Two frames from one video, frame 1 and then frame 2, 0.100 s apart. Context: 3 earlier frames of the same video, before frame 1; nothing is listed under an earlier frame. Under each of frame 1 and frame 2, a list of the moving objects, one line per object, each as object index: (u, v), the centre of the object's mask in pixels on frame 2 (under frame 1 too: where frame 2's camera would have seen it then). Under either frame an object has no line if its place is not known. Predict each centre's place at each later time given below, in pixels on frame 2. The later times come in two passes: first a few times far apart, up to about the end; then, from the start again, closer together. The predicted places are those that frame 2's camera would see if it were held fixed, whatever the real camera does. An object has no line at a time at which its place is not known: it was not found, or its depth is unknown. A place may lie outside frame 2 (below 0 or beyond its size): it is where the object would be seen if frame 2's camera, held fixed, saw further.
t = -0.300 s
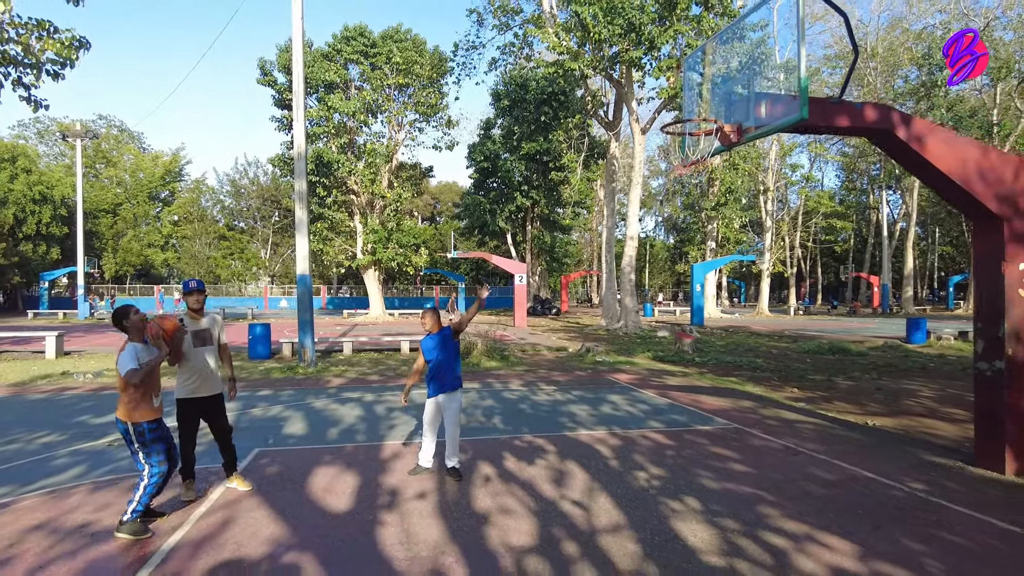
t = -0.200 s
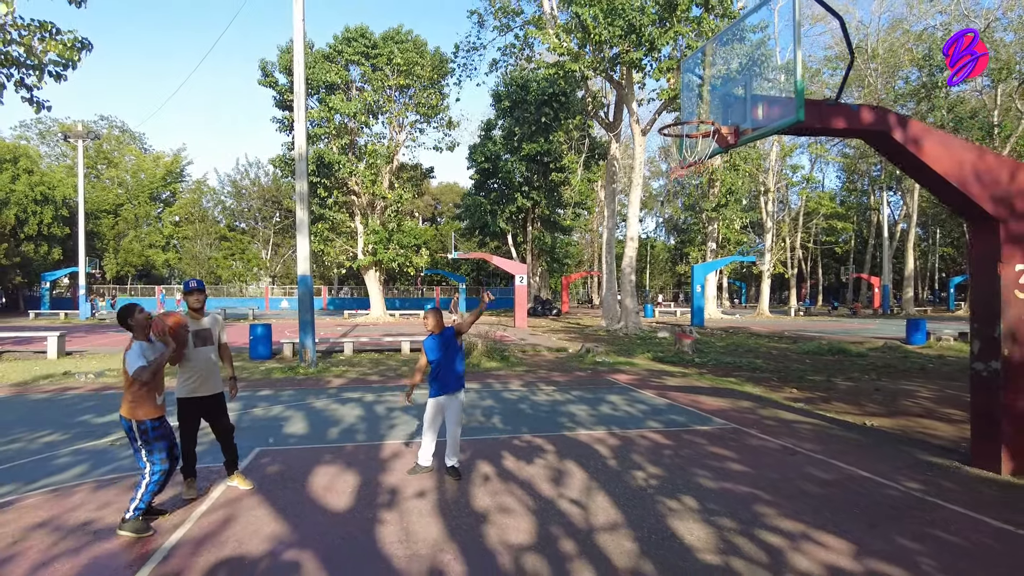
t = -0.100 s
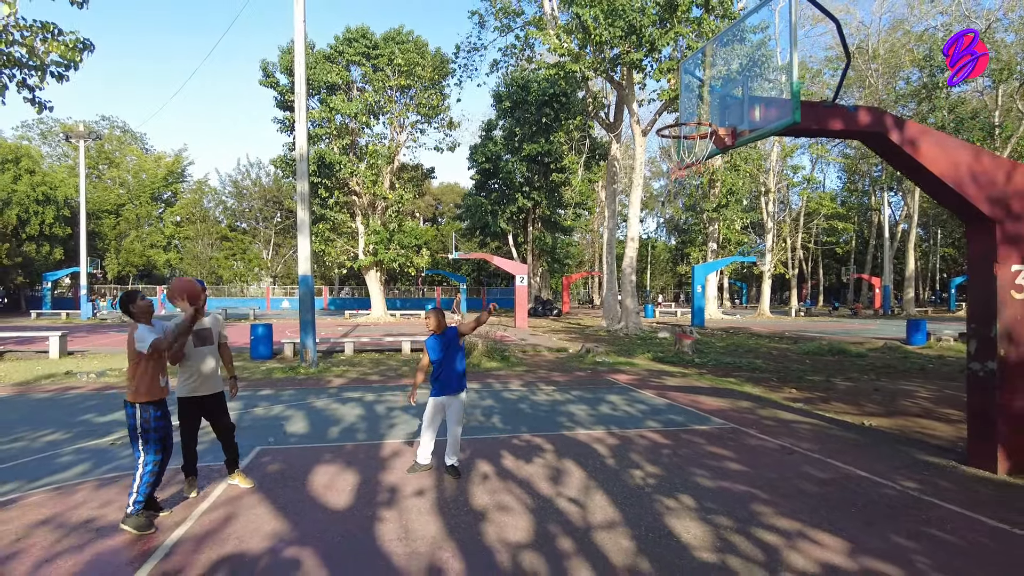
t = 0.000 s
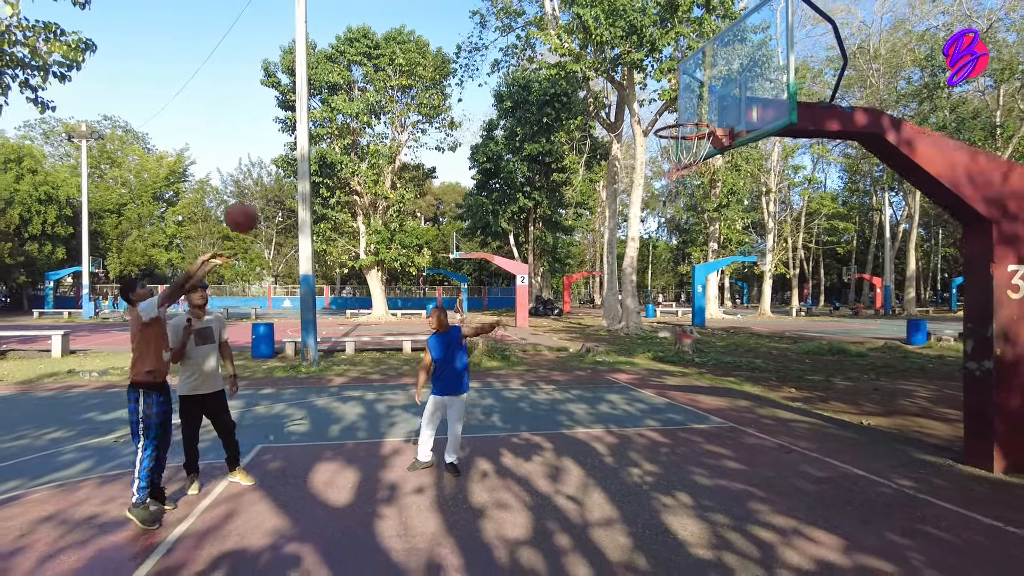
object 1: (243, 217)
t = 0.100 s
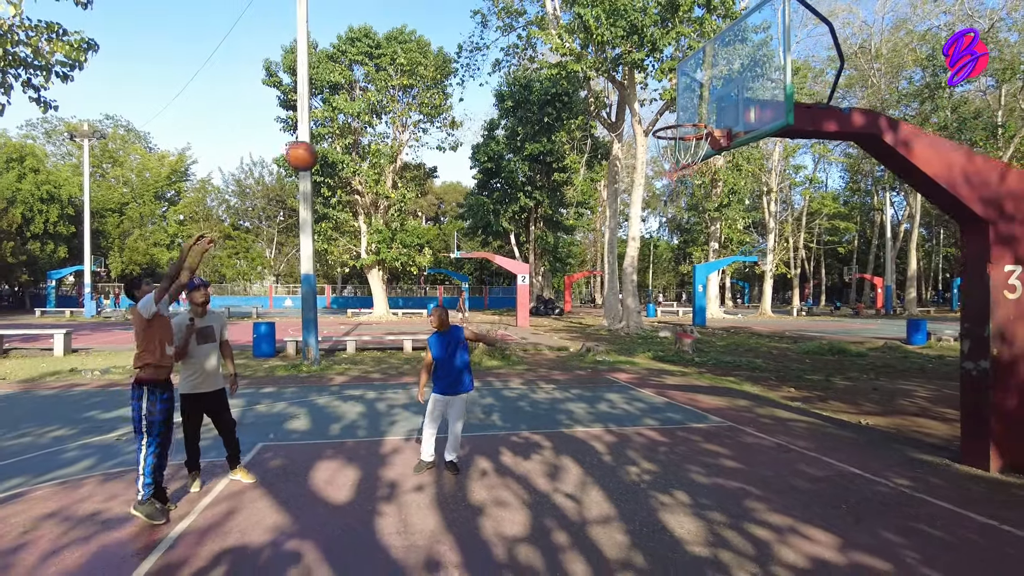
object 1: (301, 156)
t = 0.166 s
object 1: (340, 125)
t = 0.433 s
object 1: (480, 64)
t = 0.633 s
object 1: (575, 74)
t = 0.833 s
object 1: (661, 123)
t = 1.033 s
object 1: (687, 112)
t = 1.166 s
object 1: (664, 112)
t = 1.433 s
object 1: (617, 169)
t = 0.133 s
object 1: (321, 139)
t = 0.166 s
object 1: (340, 125)
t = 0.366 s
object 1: (446, 70)
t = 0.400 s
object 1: (463, 66)
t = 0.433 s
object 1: (480, 64)
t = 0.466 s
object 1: (496, 62)
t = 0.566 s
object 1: (544, 65)
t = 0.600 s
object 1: (559, 69)
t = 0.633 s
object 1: (575, 74)
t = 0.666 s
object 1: (589, 80)
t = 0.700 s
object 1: (604, 87)
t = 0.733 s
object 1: (619, 95)
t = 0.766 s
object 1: (634, 104)
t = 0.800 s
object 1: (648, 113)
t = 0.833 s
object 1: (661, 123)
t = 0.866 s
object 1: (670, 125)
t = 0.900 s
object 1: (677, 120)
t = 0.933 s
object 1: (684, 117)
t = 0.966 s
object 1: (690, 116)
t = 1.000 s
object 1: (693, 115)
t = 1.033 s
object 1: (687, 112)
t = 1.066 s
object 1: (681, 110)
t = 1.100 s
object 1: (675, 110)
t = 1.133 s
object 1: (669, 110)
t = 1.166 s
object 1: (664, 112)
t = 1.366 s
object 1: (629, 149)
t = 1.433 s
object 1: (617, 169)
